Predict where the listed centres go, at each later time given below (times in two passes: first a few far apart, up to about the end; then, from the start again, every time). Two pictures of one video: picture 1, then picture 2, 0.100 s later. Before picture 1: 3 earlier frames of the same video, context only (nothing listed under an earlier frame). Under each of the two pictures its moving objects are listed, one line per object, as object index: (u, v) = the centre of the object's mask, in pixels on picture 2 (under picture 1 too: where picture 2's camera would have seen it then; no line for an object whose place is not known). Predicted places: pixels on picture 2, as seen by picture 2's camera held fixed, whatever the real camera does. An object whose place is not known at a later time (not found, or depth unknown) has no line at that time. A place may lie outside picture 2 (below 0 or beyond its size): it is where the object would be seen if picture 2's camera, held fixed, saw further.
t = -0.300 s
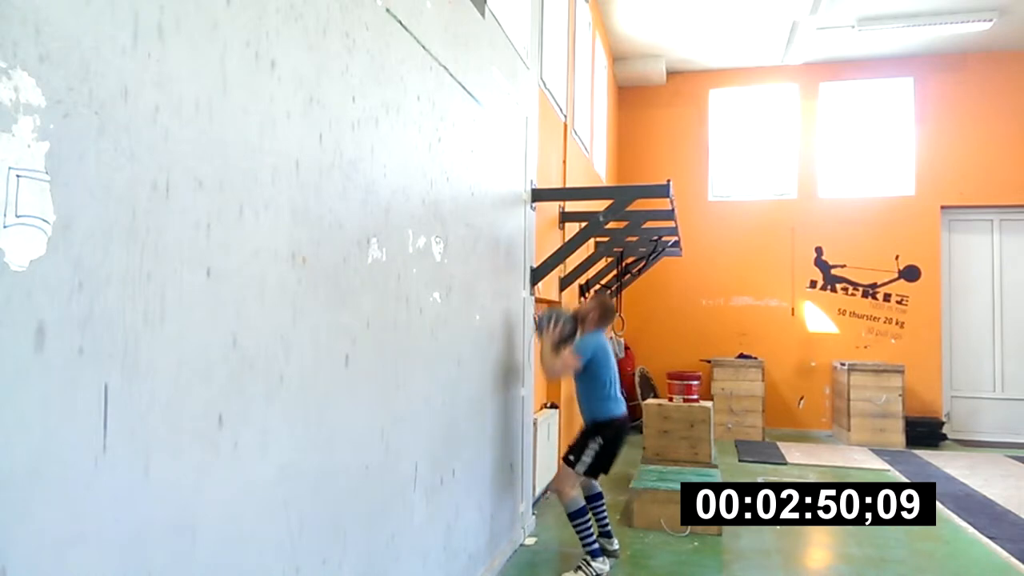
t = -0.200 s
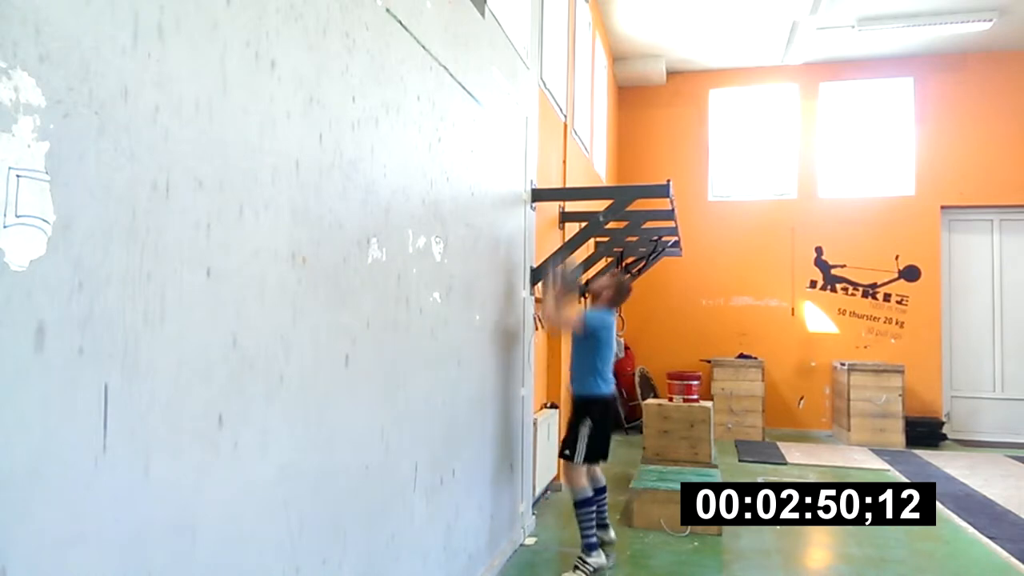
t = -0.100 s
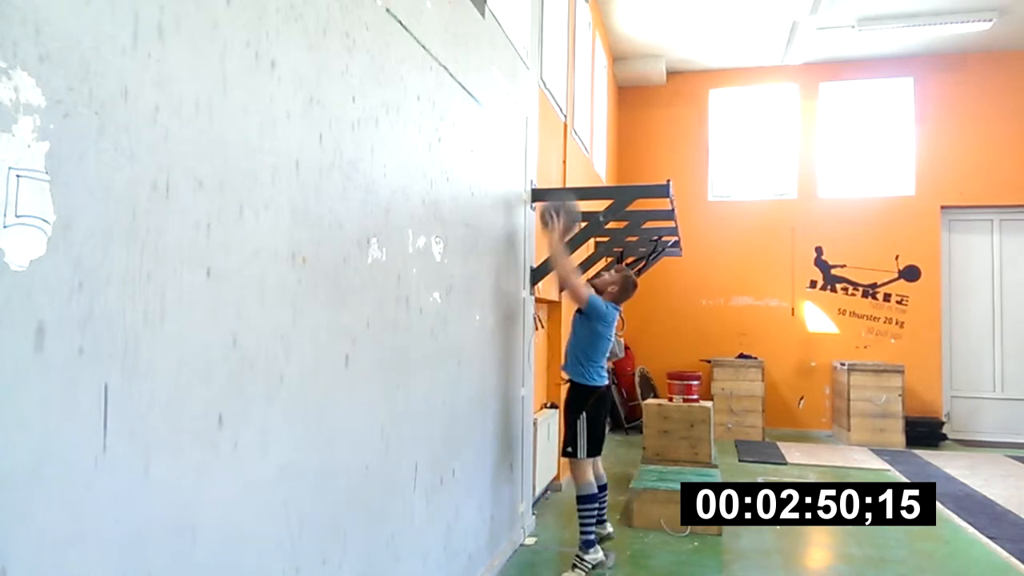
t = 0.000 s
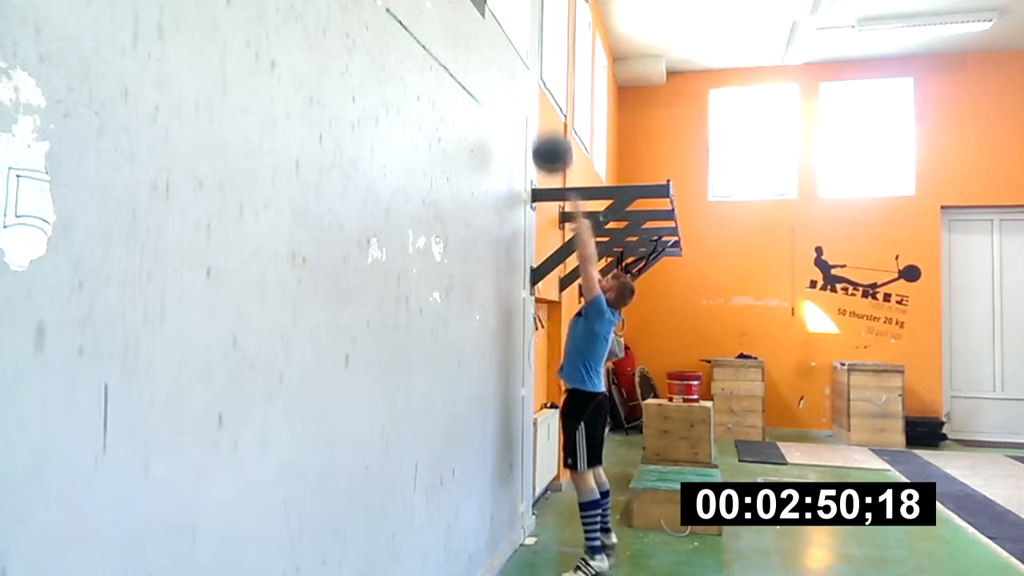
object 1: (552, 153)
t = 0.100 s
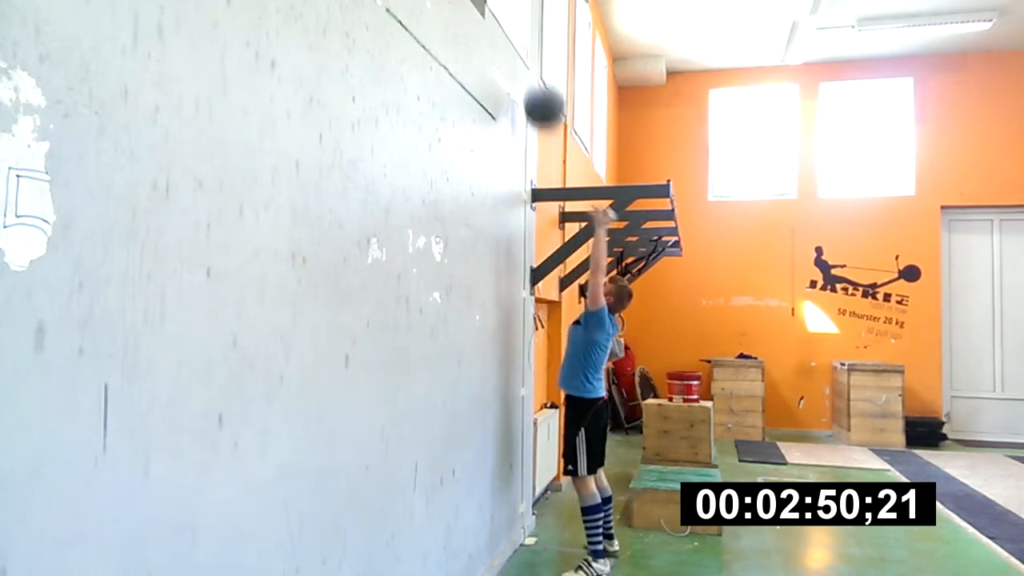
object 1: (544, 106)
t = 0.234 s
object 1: (532, 71)
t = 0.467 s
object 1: (546, 86)
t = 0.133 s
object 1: (541, 96)
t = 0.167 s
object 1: (539, 87)
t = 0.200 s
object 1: (537, 79)
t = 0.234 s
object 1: (532, 71)
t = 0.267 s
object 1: (532, 69)
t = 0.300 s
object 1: (535, 67)
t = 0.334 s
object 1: (537, 67)
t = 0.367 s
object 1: (539, 69)
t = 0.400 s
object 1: (542, 73)
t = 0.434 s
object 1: (544, 78)
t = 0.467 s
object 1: (546, 86)
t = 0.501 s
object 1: (547, 93)
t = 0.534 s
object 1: (550, 107)
